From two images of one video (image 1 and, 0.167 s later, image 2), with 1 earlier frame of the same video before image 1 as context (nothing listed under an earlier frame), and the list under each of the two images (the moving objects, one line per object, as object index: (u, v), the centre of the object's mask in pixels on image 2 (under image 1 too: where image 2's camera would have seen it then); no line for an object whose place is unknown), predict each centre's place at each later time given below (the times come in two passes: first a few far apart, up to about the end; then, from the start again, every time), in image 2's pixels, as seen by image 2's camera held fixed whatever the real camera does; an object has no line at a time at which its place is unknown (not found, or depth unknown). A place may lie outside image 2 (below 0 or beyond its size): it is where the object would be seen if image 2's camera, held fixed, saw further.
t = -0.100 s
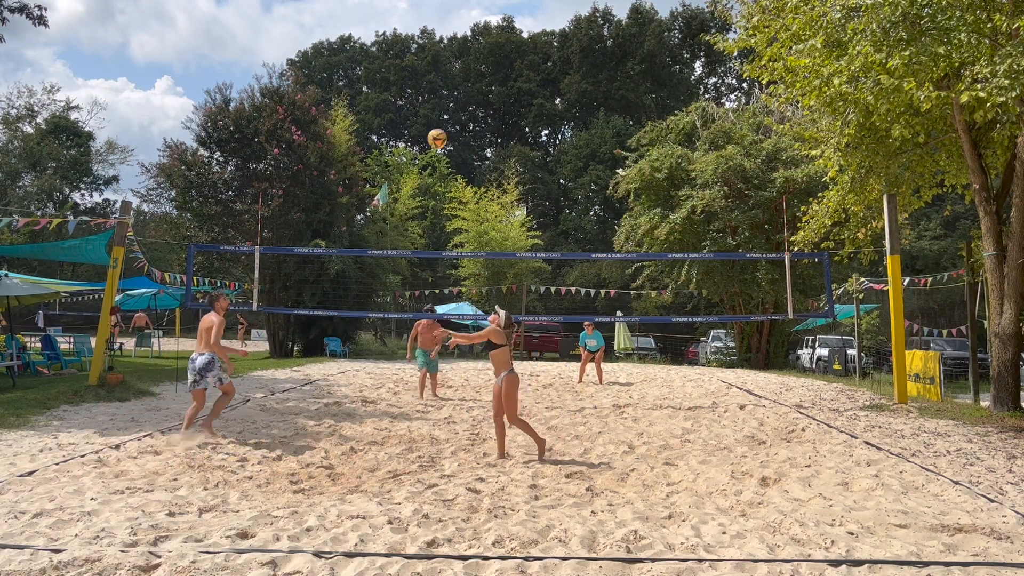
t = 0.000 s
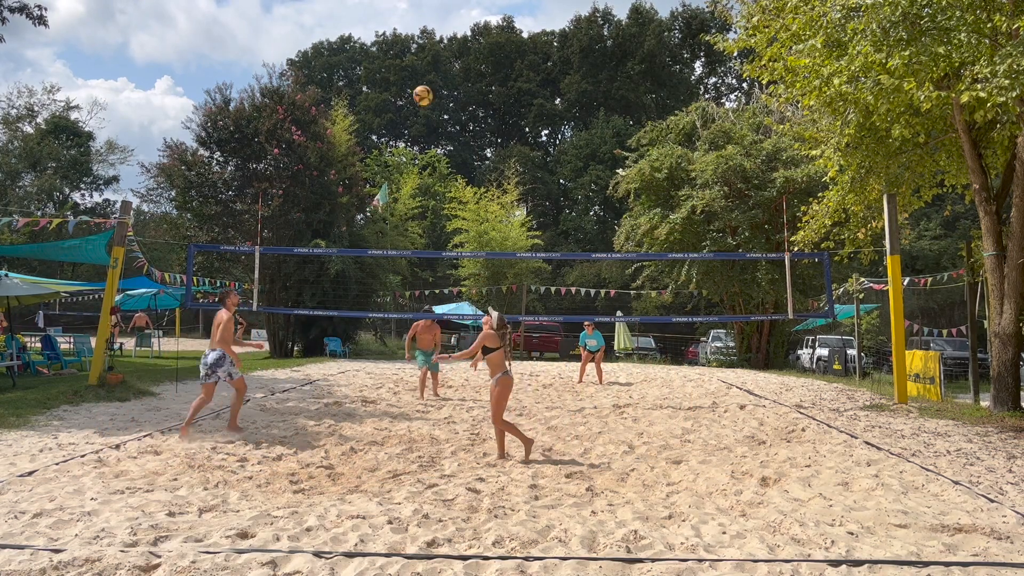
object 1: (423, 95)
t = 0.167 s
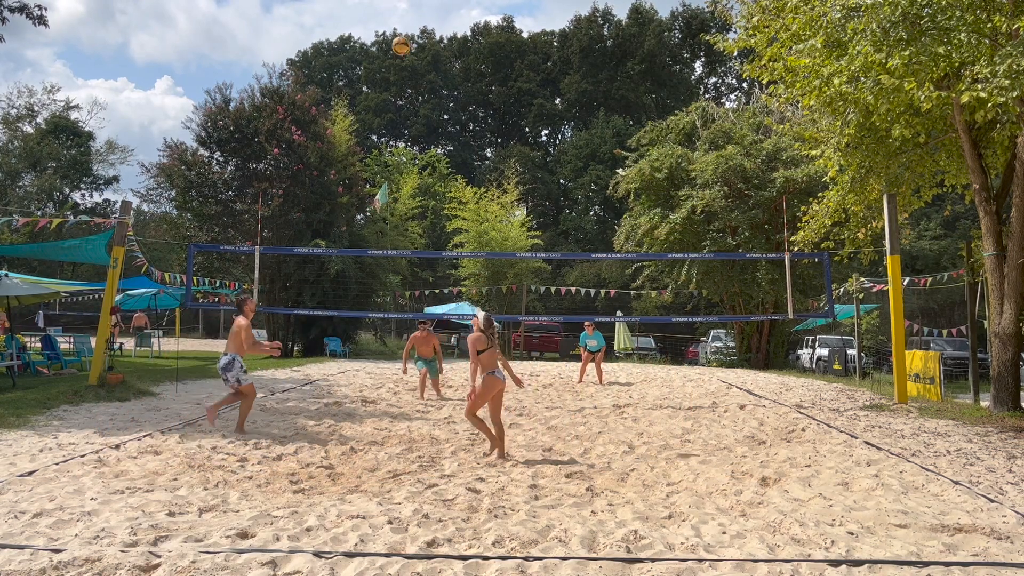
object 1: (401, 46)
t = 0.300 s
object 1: (385, 25)
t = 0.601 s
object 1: (352, 31)
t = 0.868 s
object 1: (325, 91)
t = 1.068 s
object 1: (307, 164)
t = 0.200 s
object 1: (397, 40)
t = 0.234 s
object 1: (393, 34)
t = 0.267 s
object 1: (389, 29)
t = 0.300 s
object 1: (385, 25)
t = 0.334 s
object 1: (381, 22)
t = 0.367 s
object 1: (377, 20)
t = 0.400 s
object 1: (373, 19)
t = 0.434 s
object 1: (370, 19)
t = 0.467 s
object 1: (366, 20)
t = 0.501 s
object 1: (362, 21)
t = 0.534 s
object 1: (359, 24)
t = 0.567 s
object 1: (355, 27)
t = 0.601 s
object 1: (352, 31)
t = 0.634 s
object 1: (349, 36)
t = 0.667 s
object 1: (345, 42)
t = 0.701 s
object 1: (341, 48)
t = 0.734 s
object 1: (338, 55)
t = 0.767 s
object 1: (335, 63)
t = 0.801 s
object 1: (332, 72)
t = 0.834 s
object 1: (328, 81)
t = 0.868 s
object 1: (325, 91)
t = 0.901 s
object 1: (322, 102)
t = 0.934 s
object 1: (319, 113)
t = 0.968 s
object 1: (316, 125)
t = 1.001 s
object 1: (313, 137)
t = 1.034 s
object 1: (310, 150)
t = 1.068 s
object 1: (307, 164)
